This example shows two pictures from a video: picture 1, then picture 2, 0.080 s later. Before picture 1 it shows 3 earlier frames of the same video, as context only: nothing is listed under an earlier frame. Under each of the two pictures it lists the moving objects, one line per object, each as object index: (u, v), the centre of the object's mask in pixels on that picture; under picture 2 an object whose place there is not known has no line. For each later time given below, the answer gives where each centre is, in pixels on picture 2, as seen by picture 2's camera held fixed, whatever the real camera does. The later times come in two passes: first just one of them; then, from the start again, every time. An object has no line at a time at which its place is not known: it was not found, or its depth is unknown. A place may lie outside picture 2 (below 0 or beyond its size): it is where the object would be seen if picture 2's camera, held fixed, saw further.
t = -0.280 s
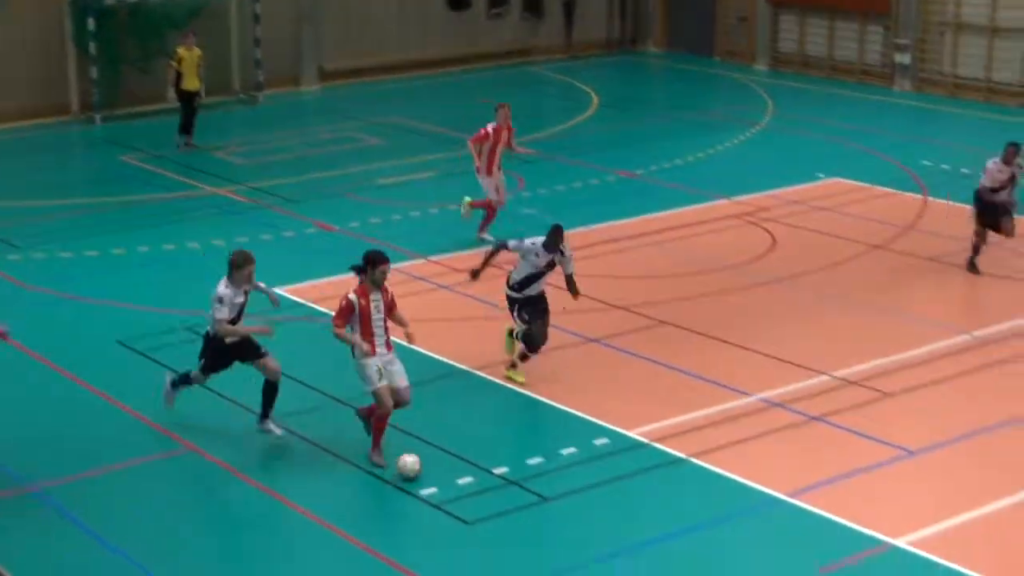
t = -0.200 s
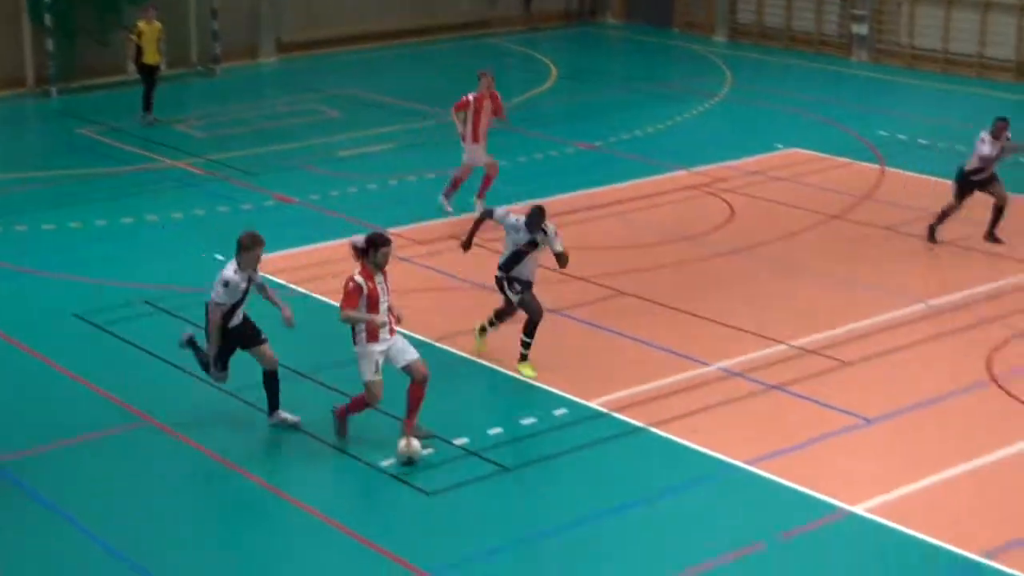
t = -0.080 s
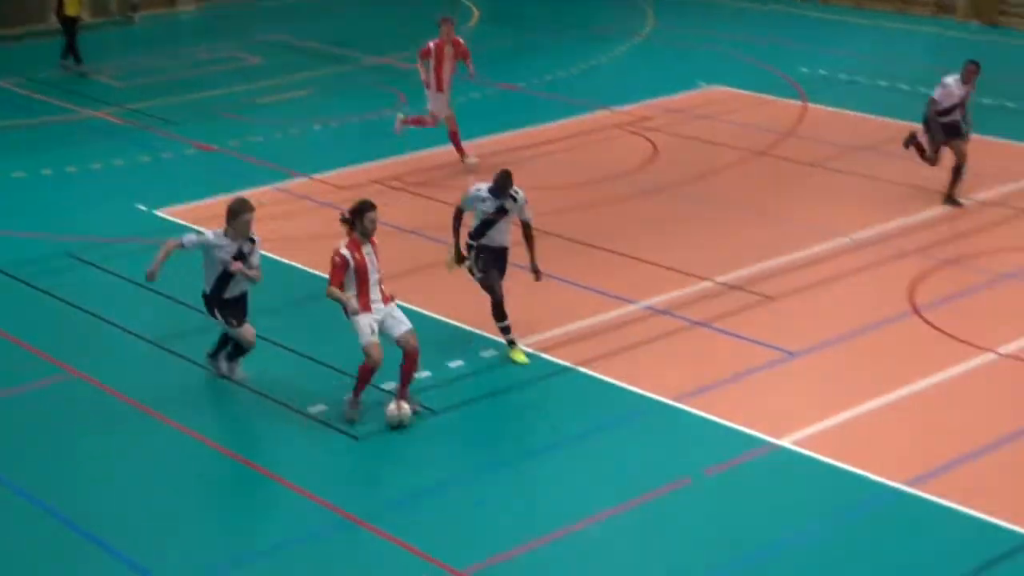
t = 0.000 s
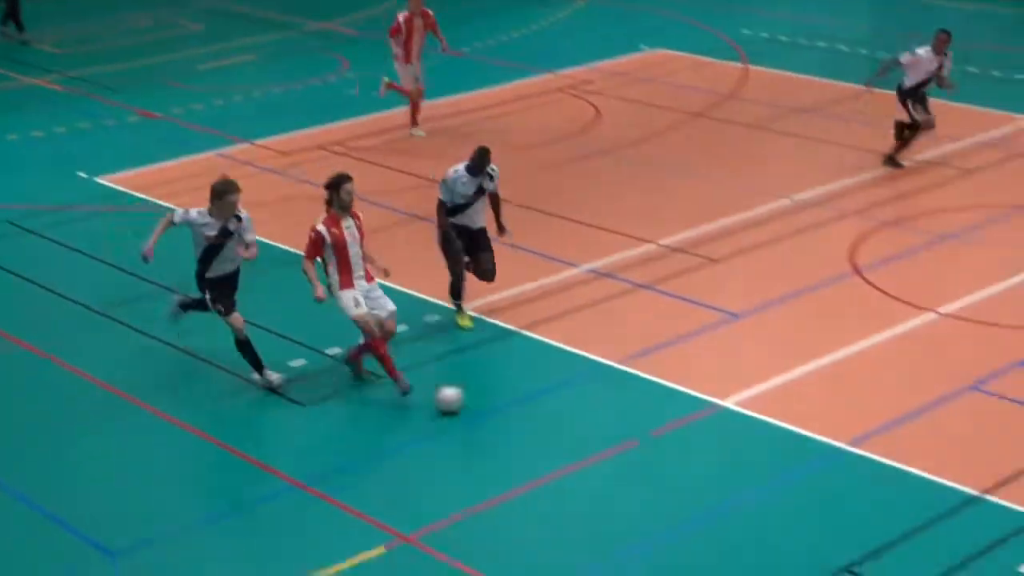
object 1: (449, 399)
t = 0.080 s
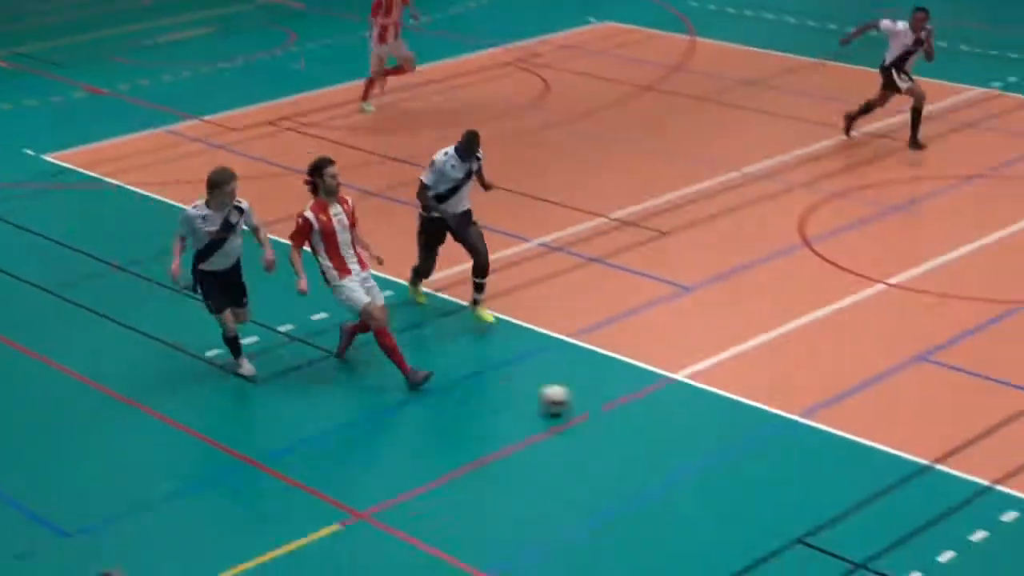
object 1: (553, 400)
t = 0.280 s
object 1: (956, 463)
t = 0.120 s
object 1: (634, 413)
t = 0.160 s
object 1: (712, 425)
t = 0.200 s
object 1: (794, 438)
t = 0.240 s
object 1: (874, 450)
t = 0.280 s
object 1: (956, 463)
